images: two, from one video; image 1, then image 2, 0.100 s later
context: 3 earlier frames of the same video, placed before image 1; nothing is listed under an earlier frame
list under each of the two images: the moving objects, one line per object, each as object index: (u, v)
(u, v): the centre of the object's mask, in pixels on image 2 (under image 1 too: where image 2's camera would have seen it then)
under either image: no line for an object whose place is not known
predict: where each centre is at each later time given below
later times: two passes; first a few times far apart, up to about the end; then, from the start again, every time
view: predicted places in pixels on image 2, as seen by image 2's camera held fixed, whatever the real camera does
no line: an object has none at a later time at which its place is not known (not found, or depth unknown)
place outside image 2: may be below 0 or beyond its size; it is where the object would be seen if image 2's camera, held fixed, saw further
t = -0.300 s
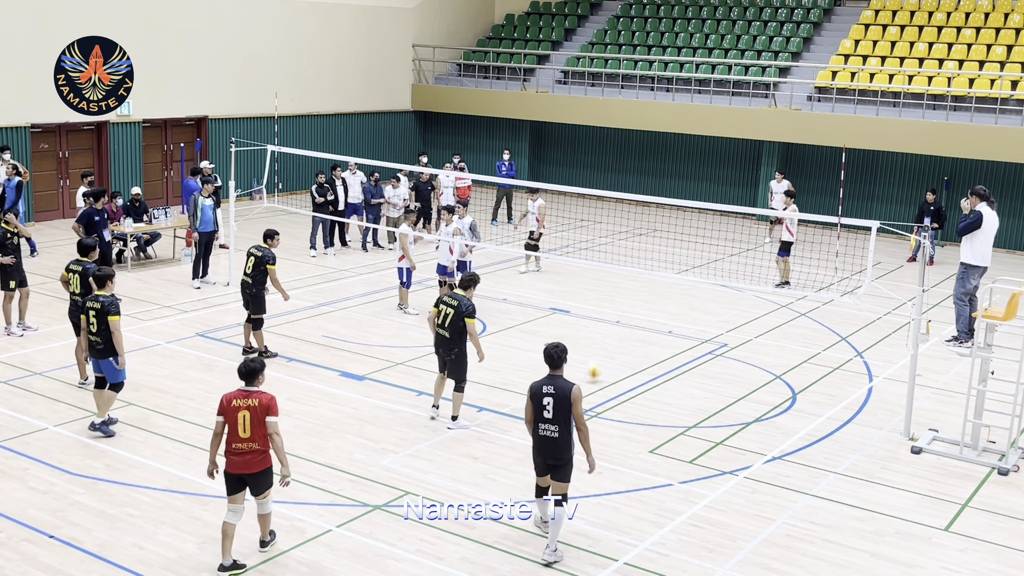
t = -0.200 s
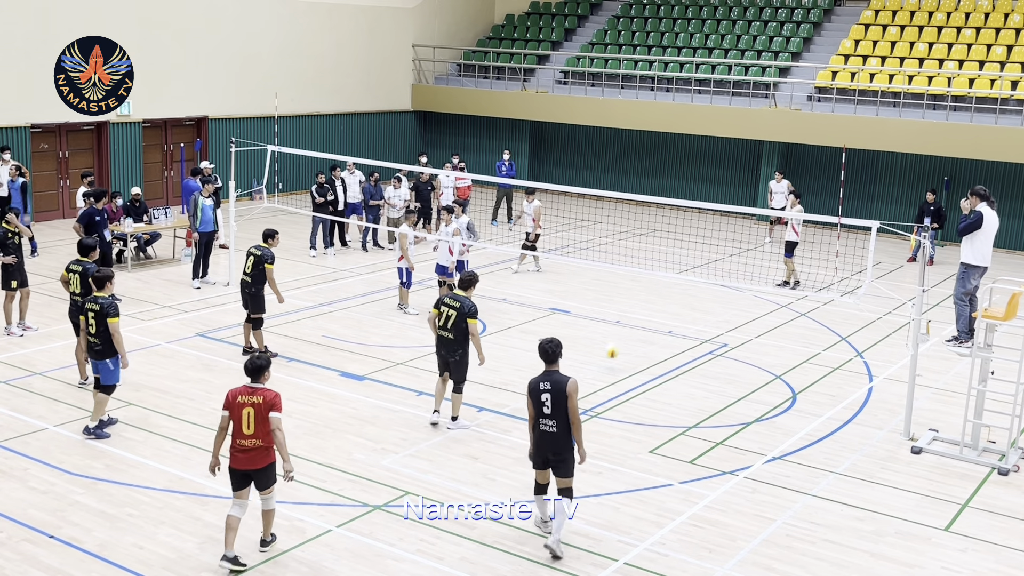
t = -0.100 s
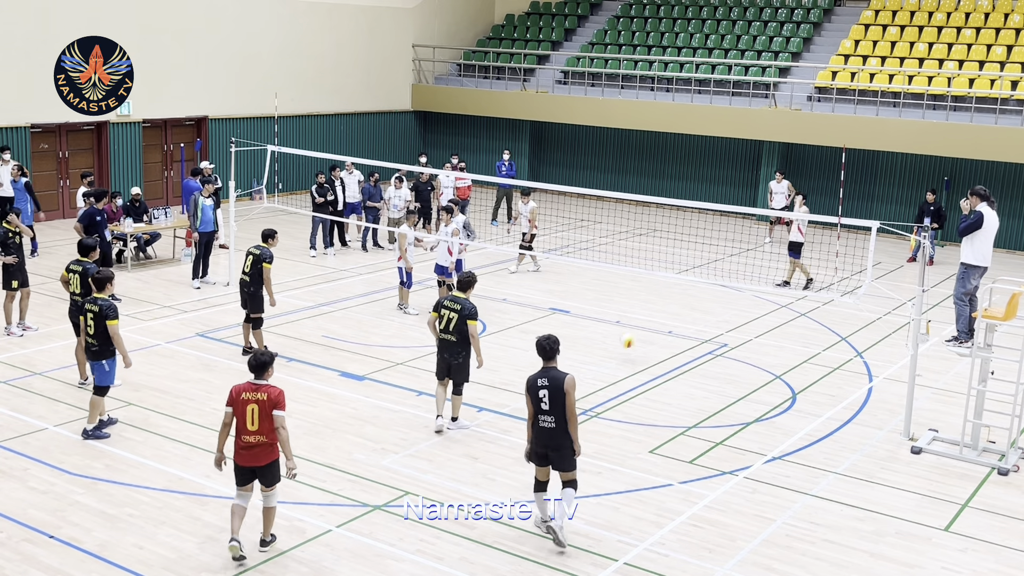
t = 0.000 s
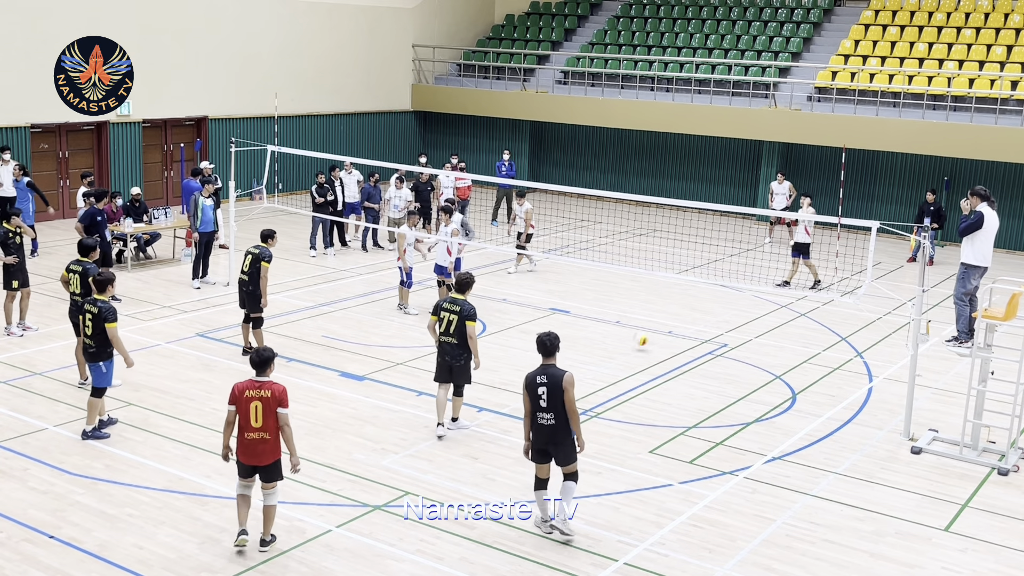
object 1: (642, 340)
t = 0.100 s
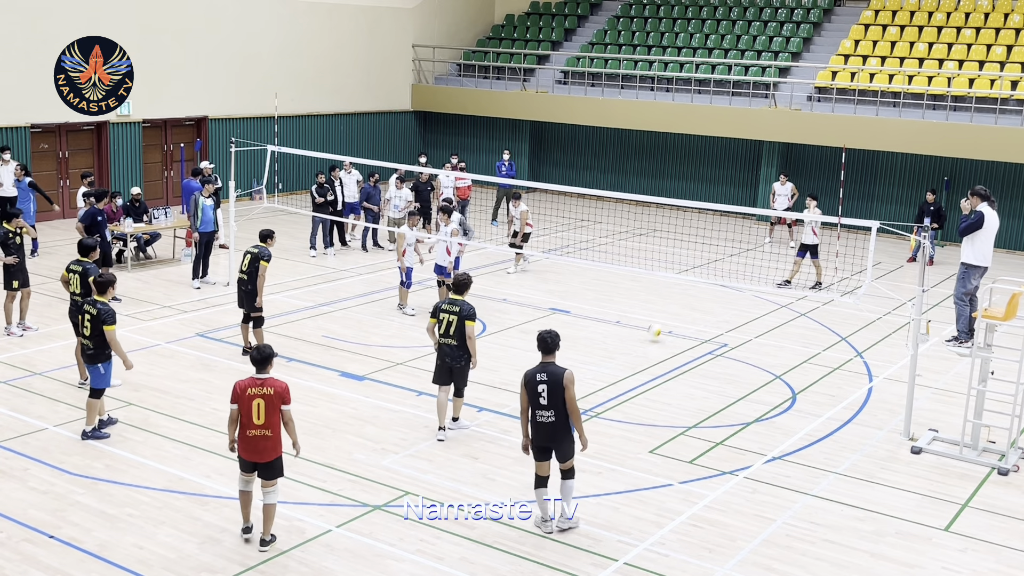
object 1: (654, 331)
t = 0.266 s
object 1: (676, 314)
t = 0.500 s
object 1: (702, 300)
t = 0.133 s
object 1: (660, 325)
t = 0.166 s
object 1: (664, 322)
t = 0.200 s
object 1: (668, 317)
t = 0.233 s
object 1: (672, 314)
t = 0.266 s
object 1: (676, 314)
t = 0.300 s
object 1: (681, 311)
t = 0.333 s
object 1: (684, 311)
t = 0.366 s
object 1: (688, 313)
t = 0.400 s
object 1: (691, 313)
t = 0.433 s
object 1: (696, 309)
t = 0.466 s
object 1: (700, 303)
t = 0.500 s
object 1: (702, 300)
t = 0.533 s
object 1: (705, 296)
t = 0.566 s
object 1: (710, 295)
